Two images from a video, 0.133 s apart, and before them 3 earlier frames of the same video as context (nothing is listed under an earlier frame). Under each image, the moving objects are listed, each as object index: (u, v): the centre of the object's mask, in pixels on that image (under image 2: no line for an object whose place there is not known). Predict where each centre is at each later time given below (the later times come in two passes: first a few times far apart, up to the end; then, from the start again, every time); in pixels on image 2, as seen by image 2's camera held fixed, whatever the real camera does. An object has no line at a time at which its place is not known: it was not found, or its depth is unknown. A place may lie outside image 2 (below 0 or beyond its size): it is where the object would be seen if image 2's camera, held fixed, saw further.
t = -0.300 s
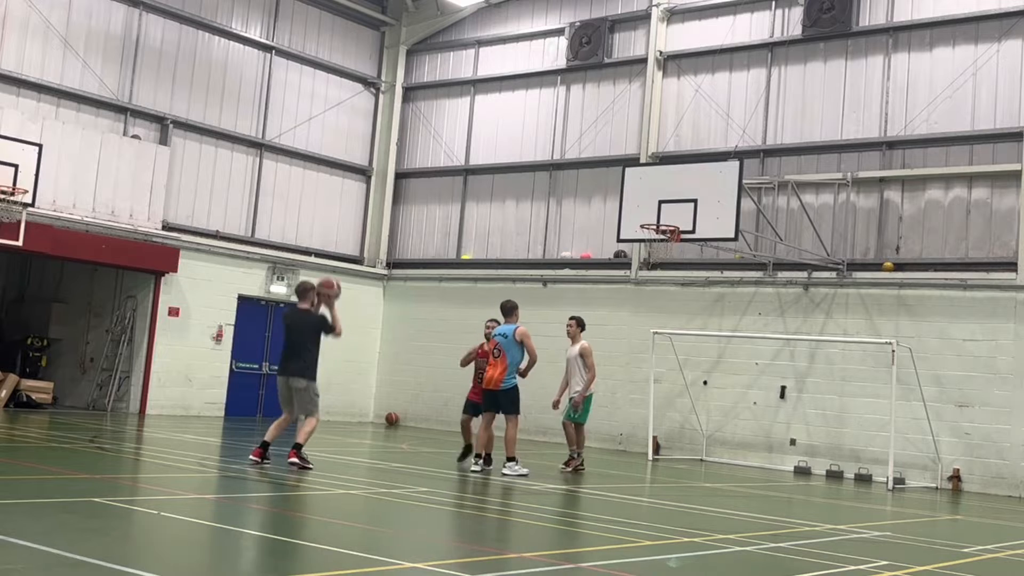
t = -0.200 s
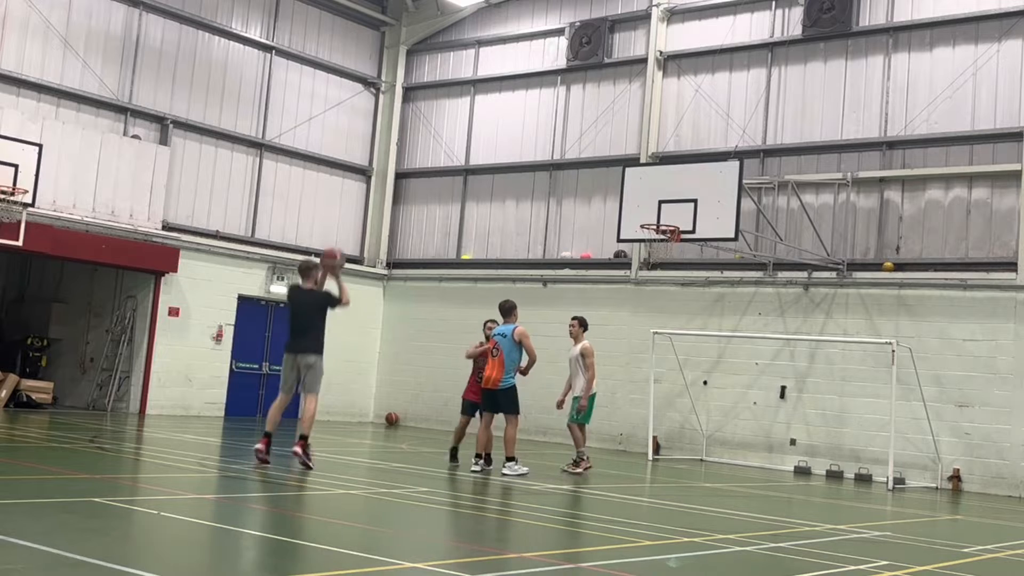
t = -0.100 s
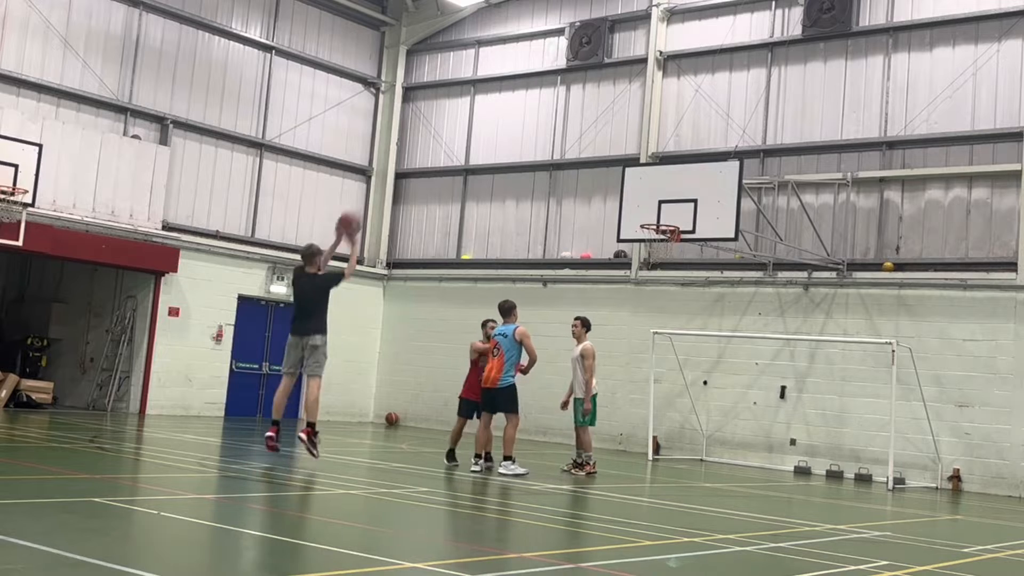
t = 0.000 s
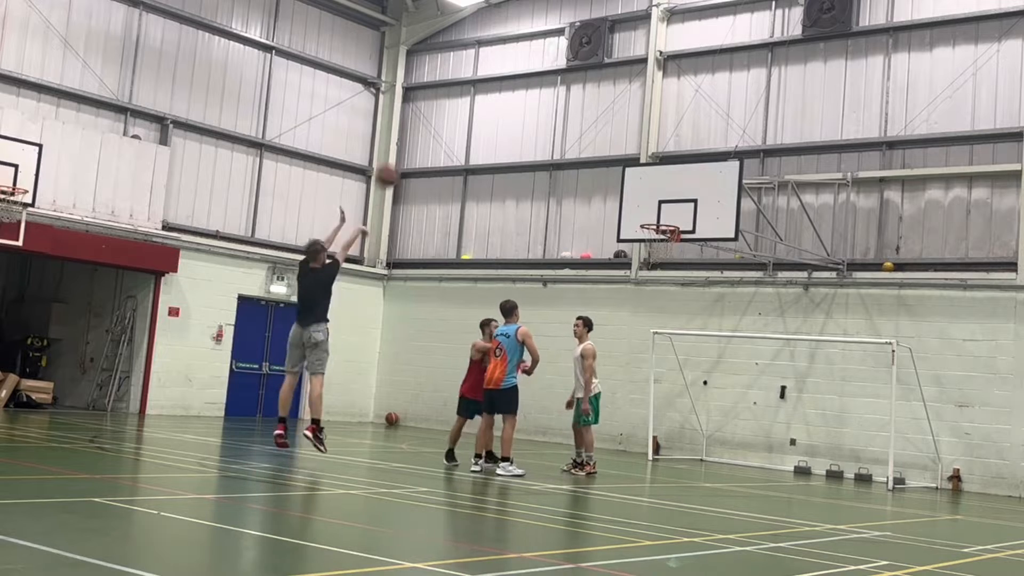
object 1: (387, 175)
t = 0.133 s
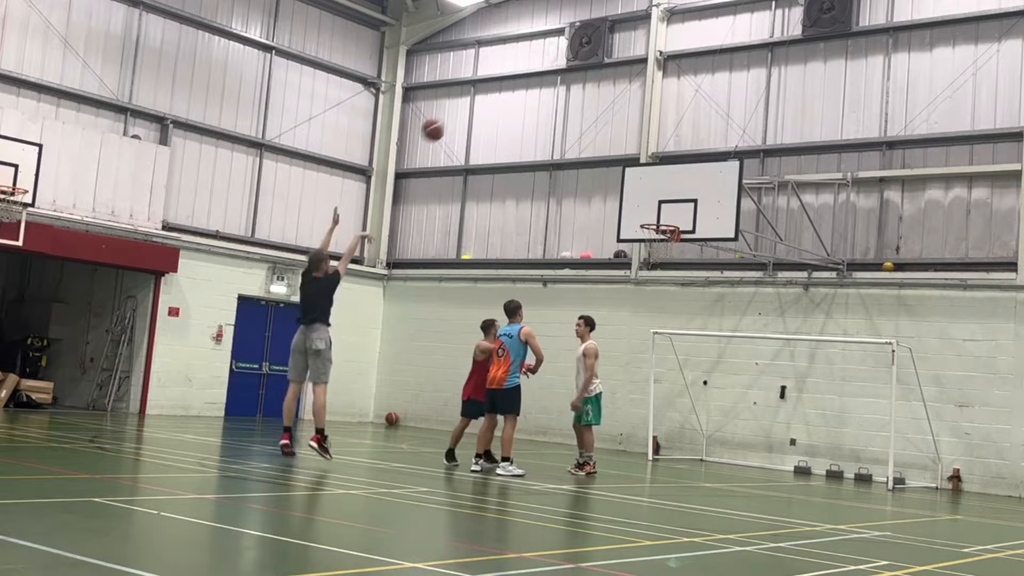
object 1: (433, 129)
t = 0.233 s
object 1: (464, 108)
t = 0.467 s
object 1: (527, 92)
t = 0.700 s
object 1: (579, 122)
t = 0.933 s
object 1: (623, 190)
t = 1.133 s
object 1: (597, 212)
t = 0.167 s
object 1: (443, 122)
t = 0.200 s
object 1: (454, 114)
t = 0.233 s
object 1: (464, 108)
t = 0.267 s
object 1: (473, 103)
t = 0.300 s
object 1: (483, 98)
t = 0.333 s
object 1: (492, 95)
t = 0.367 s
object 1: (501, 93)
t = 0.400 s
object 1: (509, 92)
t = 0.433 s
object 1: (518, 91)
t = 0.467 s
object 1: (527, 92)
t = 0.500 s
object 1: (535, 94)
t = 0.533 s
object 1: (543, 97)
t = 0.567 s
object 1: (550, 100)
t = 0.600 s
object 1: (558, 104)
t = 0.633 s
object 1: (565, 110)
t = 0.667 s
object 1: (572, 115)
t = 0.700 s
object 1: (579, 122)
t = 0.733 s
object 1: (586, 130)
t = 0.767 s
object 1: (593, 138)
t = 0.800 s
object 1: (599, 146)
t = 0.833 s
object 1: (606, 155)
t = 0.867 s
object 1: (611, 167)
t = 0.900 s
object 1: (617, 179)
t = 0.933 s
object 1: (623, 190)
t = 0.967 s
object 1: (630, 203)
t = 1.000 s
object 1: (634, 216)
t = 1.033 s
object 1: (629, 218)
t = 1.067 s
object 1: (618, 215)
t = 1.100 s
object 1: (607, 213)
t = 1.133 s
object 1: (597, 212)
